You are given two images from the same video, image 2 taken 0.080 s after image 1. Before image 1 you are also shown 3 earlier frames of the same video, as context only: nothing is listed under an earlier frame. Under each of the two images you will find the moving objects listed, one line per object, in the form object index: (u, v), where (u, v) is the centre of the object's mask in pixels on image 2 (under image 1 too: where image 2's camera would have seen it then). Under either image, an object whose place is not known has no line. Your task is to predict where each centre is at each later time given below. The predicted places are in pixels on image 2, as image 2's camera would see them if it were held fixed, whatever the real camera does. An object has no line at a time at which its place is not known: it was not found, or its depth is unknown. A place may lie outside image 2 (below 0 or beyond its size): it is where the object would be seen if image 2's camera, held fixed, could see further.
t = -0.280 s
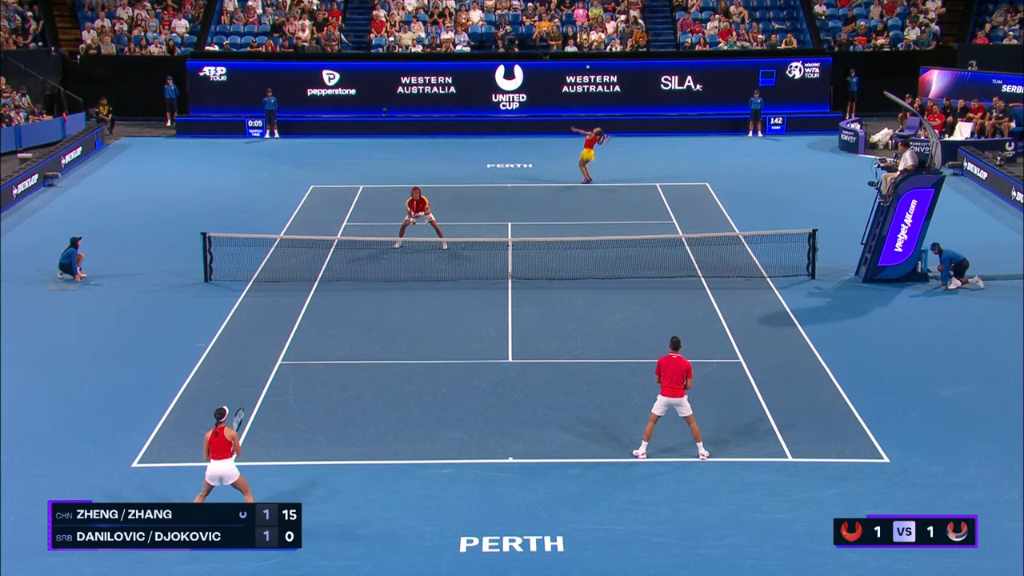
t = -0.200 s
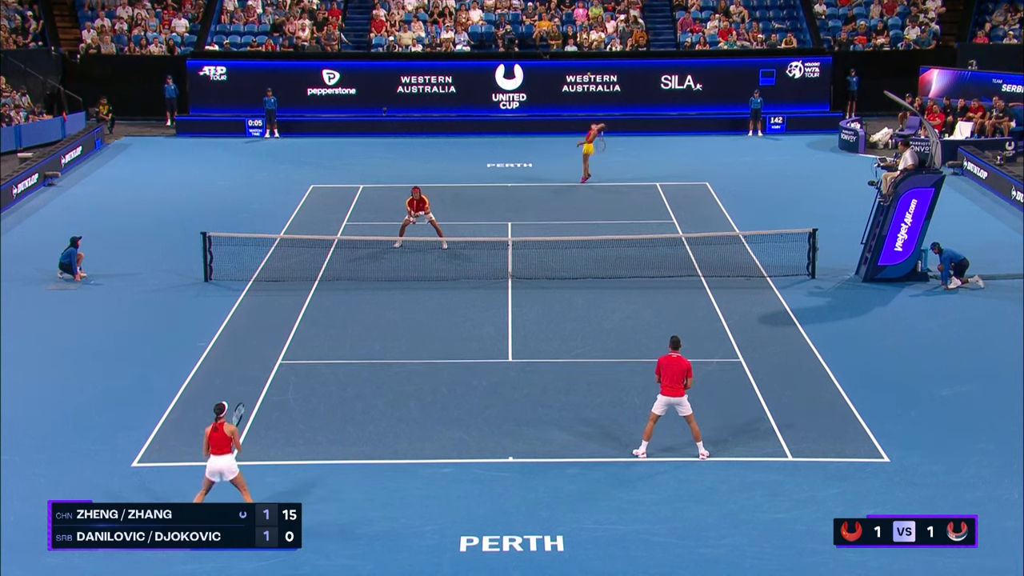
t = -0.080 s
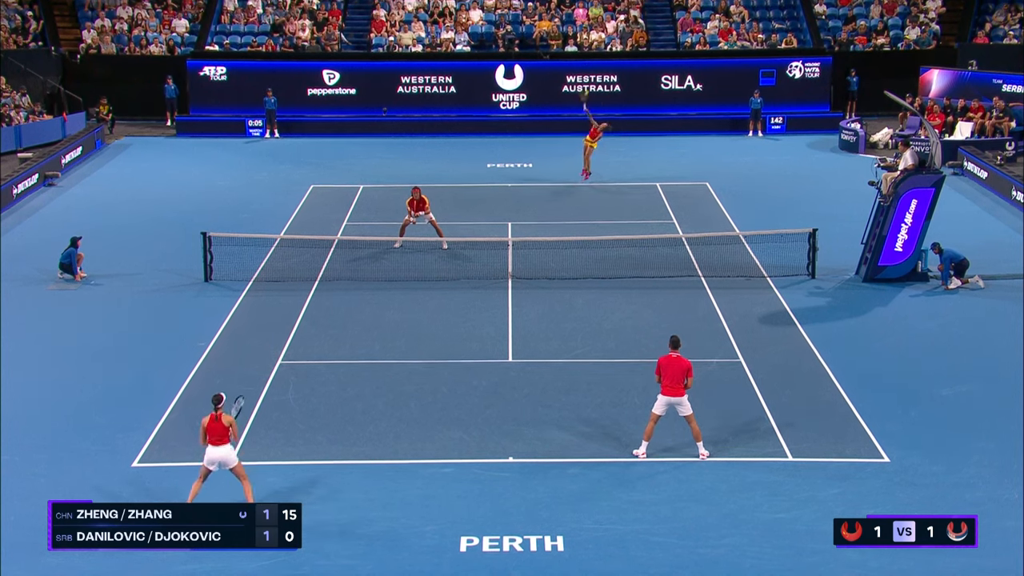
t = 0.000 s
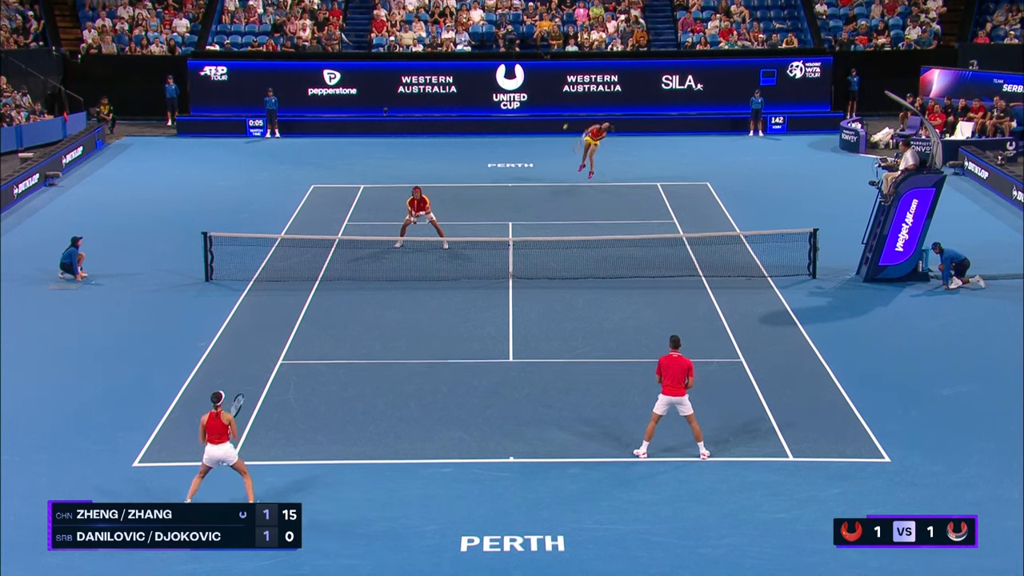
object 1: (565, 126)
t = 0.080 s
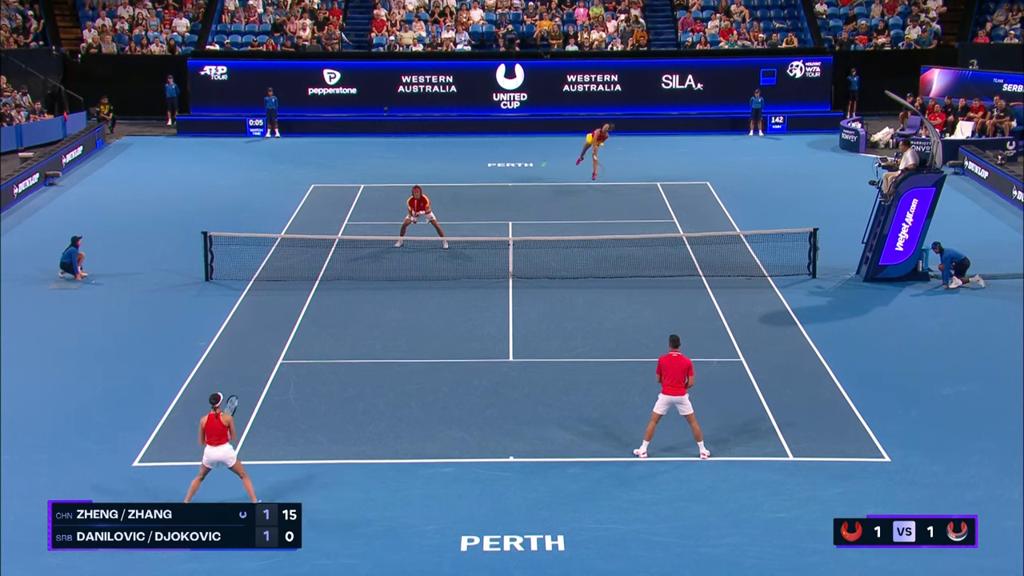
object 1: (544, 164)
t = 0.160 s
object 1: (522, 209)
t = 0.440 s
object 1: (450, 353)
